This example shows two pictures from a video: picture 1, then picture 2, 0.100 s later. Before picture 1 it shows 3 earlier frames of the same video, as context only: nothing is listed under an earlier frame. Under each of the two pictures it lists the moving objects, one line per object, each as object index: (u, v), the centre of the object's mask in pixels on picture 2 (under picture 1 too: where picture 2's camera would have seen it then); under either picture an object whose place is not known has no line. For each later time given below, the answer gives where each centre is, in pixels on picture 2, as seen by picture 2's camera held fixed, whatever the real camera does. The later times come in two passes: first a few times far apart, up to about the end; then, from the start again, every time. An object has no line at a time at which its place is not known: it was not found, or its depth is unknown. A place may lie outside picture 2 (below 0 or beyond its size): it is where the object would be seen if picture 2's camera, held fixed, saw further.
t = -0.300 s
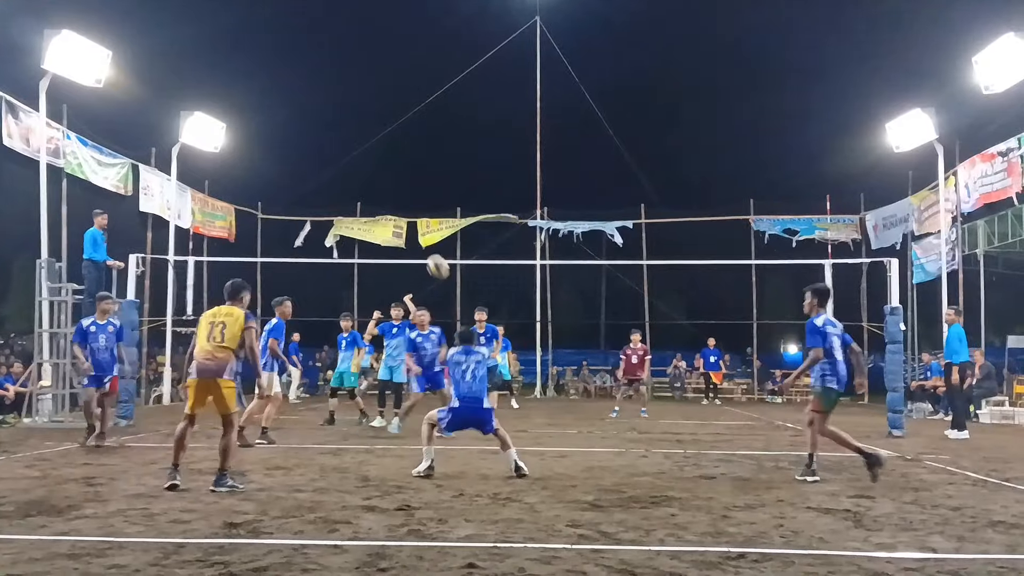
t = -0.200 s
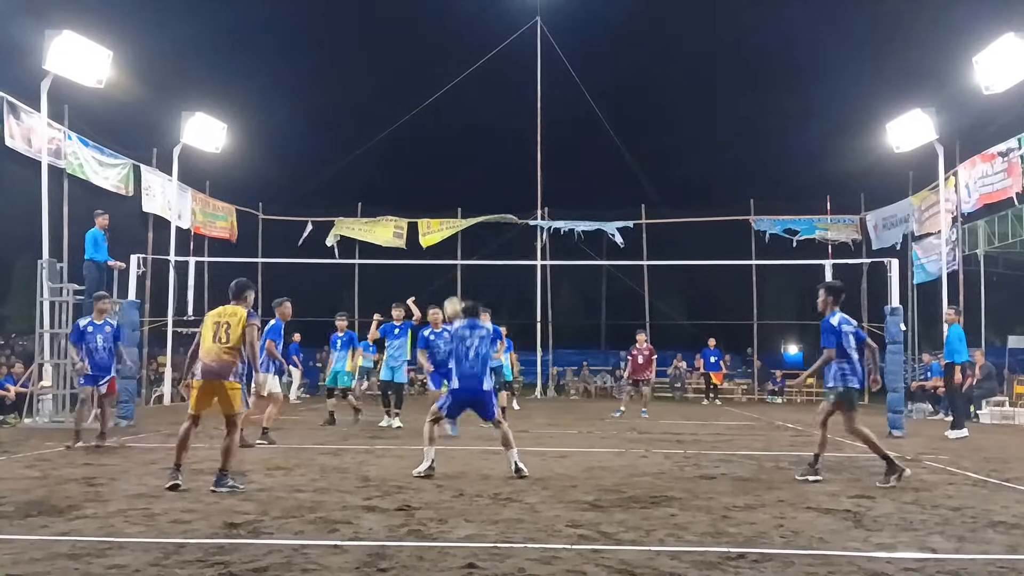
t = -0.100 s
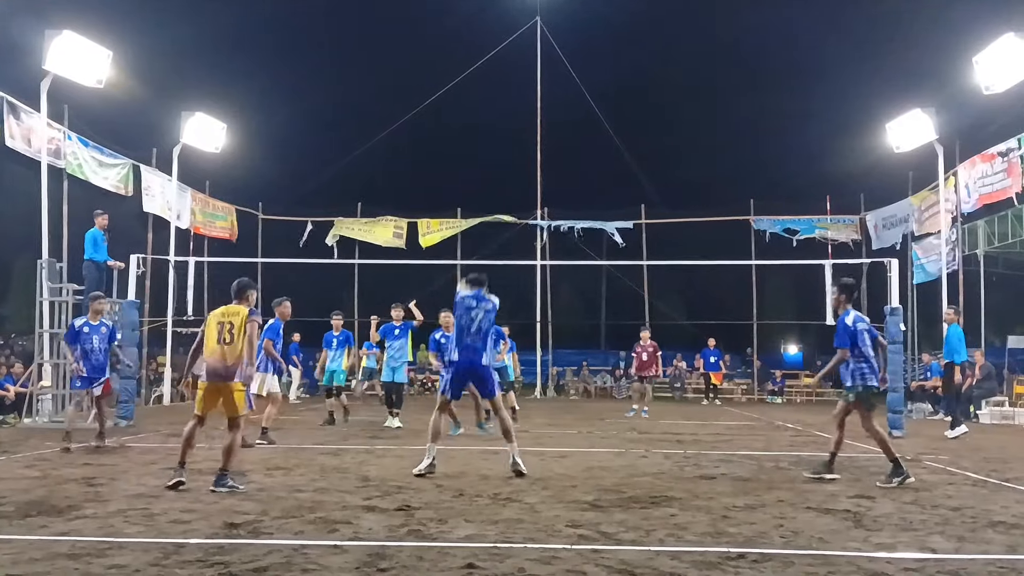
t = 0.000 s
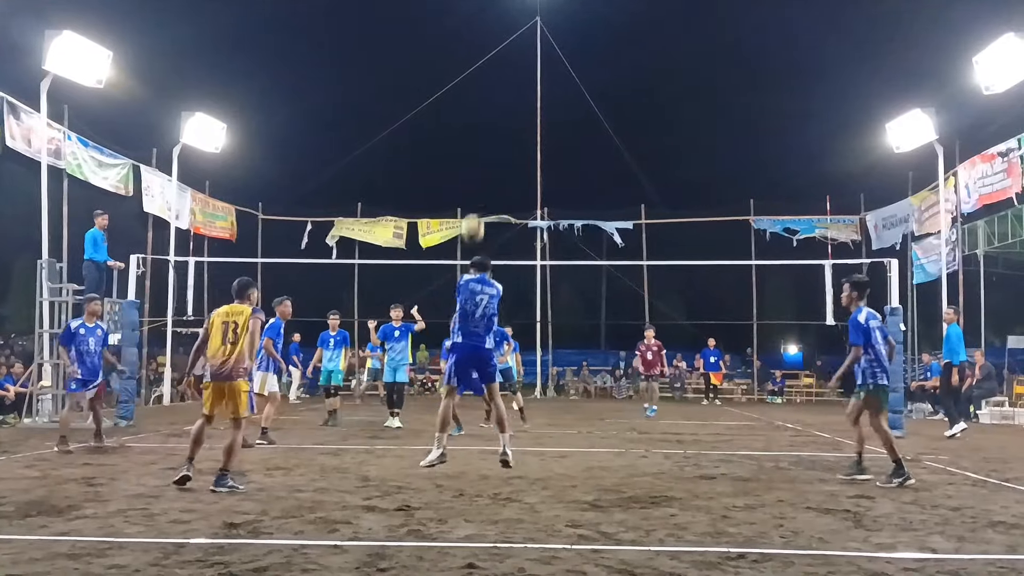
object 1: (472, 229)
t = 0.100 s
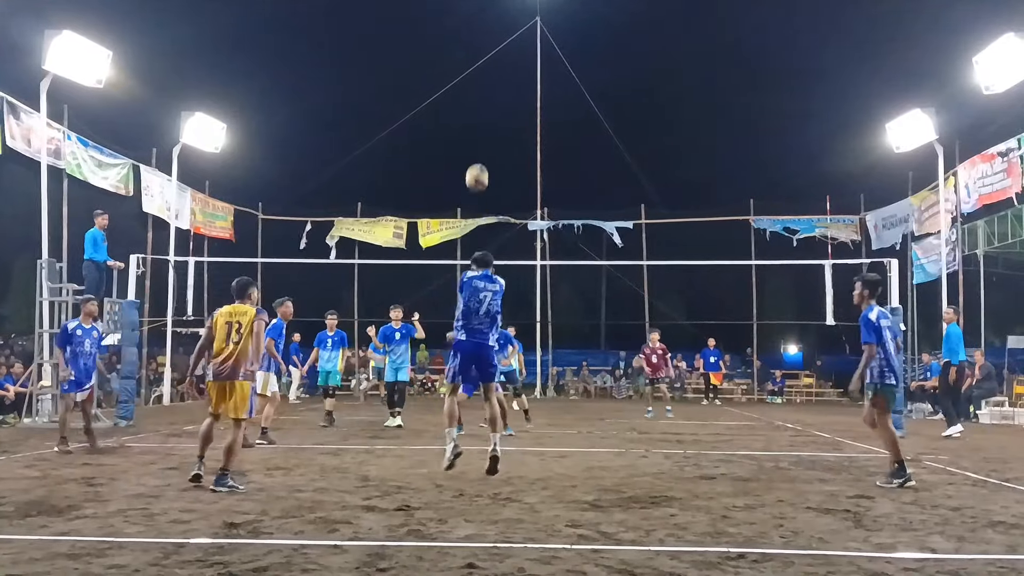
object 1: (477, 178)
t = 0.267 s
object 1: (484, 121)
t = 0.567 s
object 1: (494, 91)
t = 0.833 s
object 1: (501, 129)
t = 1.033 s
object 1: (506, 191)
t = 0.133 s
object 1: (478, 163)
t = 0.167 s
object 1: (480, 151)
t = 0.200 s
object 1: (481, 140)
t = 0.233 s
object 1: (482, 129)
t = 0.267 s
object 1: (484, 121)
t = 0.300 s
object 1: (485, 113)
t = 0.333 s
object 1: (486, 107)
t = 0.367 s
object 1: (487, 101)
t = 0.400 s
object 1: (488, 98)
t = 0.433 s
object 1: (490, 94)
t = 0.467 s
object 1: (491, 92)
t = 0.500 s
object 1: (491, 91)
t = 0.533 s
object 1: (493, 90)
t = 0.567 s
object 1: (494, 91)
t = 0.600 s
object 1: (495, 93)
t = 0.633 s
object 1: (496, 95)
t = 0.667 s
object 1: (497, 99)
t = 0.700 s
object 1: (497, 103)
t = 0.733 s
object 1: (499, 108)
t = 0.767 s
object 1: (499, 114)
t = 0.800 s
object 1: (500, 121)
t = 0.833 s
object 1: (501, 129)
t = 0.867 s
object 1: (502, 138)
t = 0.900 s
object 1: (503, 146)
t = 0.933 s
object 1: (504, 157)
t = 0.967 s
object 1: (505, 167)
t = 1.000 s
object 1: (506, 179)
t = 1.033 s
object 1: (506, 191)
